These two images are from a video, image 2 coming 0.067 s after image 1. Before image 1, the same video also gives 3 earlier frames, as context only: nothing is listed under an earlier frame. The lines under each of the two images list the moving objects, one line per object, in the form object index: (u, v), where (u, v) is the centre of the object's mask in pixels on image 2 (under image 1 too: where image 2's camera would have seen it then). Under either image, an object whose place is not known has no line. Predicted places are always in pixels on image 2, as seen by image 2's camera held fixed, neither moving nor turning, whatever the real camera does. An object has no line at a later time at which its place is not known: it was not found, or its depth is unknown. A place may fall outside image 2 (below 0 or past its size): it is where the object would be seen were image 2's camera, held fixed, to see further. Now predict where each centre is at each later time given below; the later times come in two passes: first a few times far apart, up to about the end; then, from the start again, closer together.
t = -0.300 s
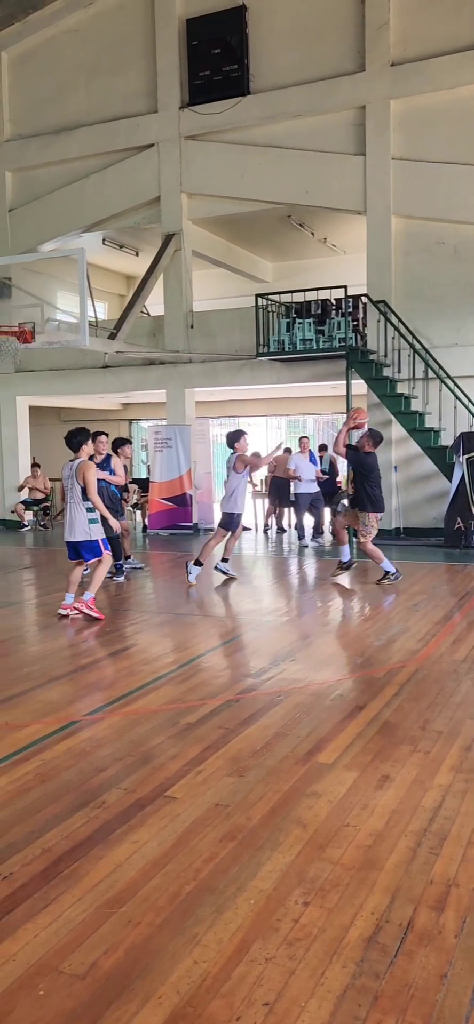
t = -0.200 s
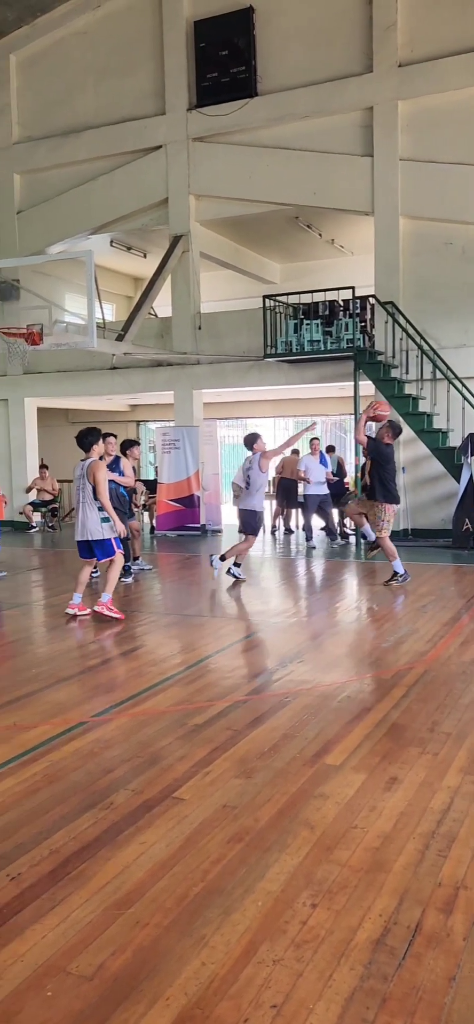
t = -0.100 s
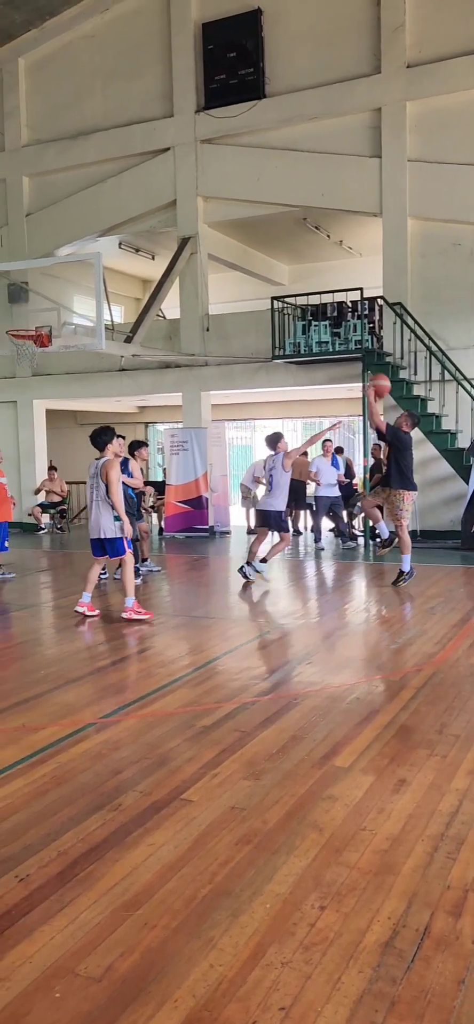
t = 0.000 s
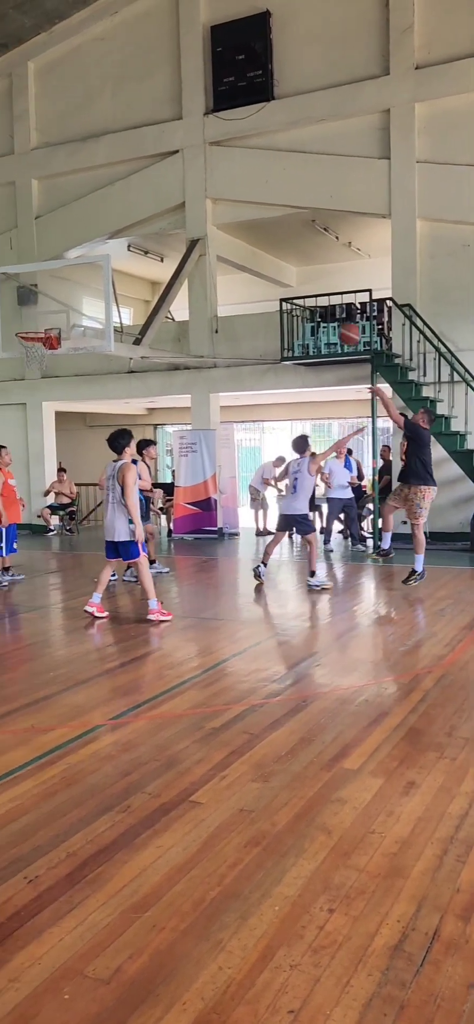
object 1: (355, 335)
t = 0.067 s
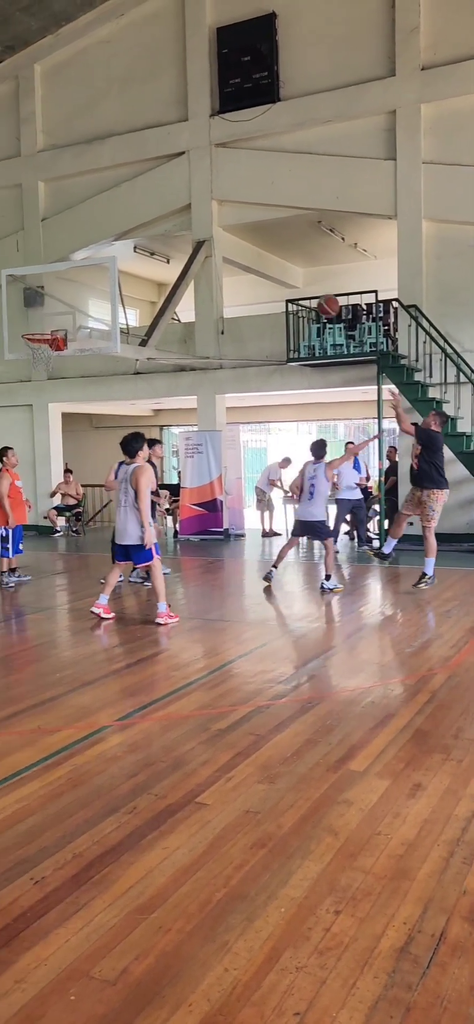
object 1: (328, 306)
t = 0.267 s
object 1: (253, 245)
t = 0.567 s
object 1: (158, 225)
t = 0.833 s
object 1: (85, 269)
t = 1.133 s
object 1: (36, 363)
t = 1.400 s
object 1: (52, 460)
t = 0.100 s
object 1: (314, 292)
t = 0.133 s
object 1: (302, 280)
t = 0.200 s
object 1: (277, 260)
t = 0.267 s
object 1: (253, 245)
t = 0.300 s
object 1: (242, 239)
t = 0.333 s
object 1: (231, 233)
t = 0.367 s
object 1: (219, 229)
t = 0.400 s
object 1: (209, 226)
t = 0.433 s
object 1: (198, 224)
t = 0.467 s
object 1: (187, 223)
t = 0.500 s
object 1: (177, 223)
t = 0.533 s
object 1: (167, 224)
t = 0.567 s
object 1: (158, 225)
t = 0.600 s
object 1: (148, 228)
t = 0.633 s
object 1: (138, 231)
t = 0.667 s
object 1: (129, 236)
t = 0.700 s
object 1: (120, 241)
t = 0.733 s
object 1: (111, 247)
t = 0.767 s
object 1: (102, 254)
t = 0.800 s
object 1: (94, 261)
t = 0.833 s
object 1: (85, 269)
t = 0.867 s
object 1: (77, 278)
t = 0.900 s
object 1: (69, 288)
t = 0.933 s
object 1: (61, 299)
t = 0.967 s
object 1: (53, 310)
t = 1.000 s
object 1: (45, 322)
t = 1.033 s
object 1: (37, 334)
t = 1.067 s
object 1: (33, 346)
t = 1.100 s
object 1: (34, 355)
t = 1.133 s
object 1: (36, 363)
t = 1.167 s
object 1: (39, 373)
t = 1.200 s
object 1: (41, 384)
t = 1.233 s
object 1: (42, 394)
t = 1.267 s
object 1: (44, 406)
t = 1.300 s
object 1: (46, 418)
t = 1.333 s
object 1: (48, 431)
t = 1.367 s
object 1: (50, 445)
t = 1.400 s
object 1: (52, 460)
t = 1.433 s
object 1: (54, 475)
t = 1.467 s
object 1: (56, 491)
